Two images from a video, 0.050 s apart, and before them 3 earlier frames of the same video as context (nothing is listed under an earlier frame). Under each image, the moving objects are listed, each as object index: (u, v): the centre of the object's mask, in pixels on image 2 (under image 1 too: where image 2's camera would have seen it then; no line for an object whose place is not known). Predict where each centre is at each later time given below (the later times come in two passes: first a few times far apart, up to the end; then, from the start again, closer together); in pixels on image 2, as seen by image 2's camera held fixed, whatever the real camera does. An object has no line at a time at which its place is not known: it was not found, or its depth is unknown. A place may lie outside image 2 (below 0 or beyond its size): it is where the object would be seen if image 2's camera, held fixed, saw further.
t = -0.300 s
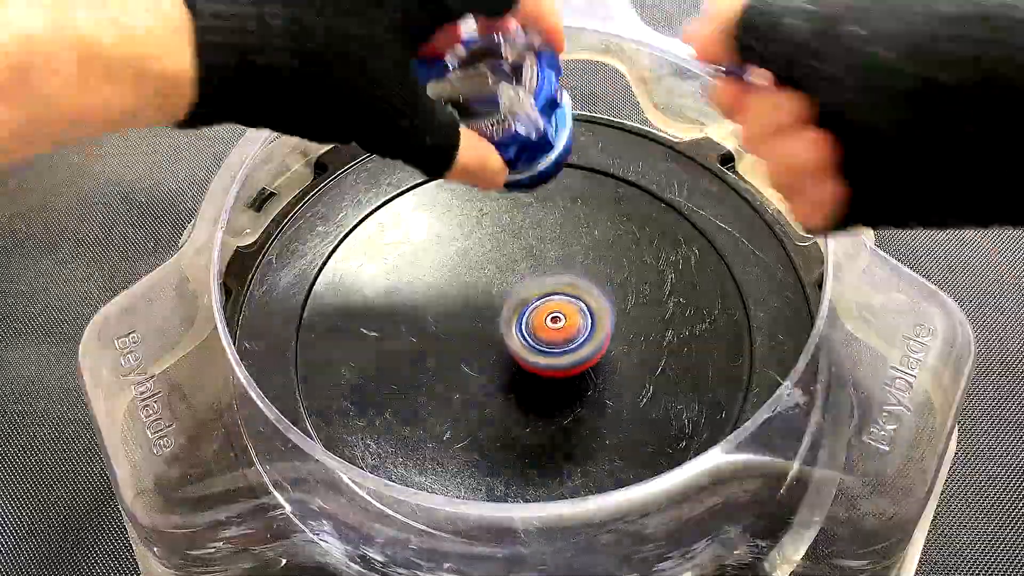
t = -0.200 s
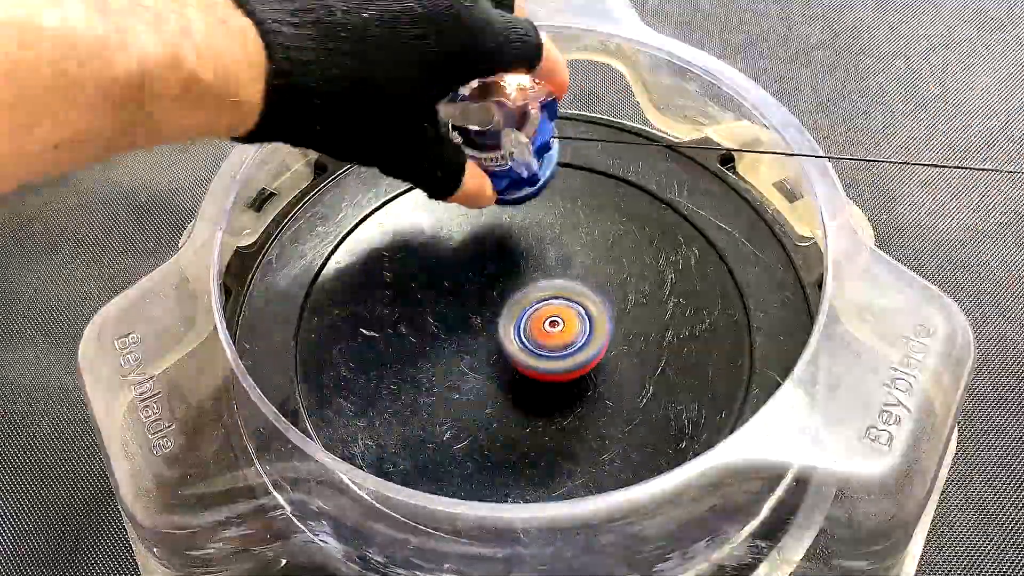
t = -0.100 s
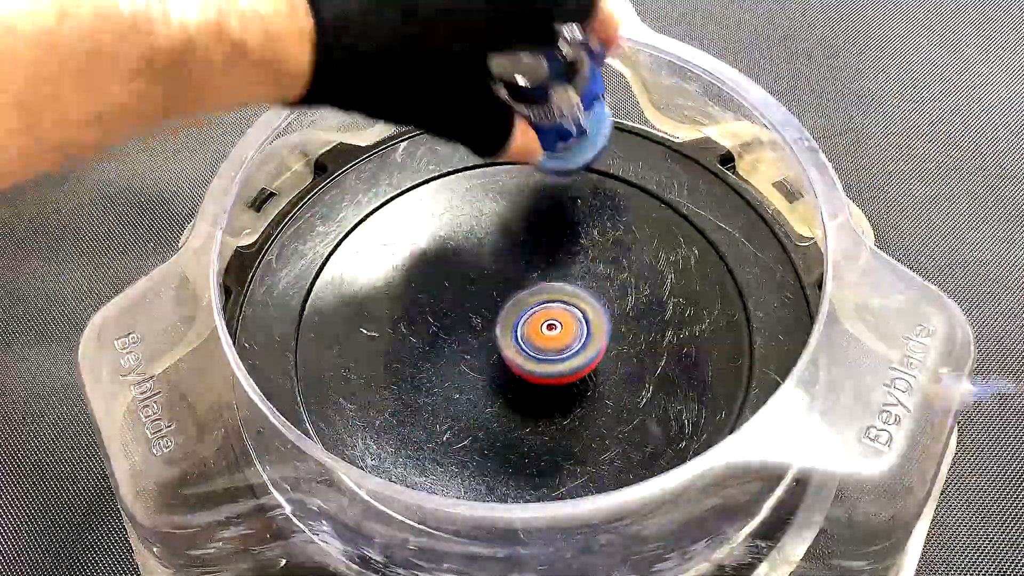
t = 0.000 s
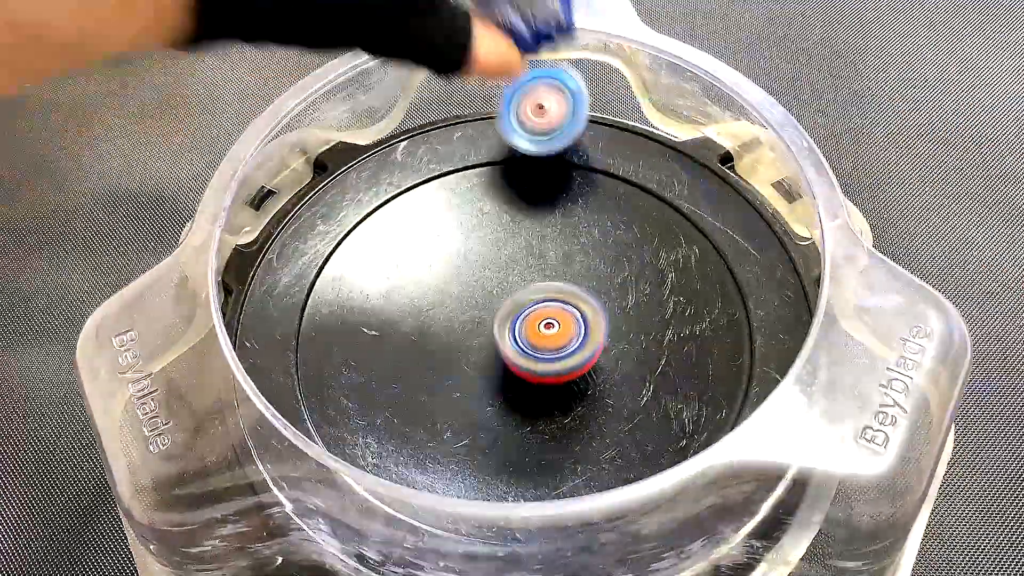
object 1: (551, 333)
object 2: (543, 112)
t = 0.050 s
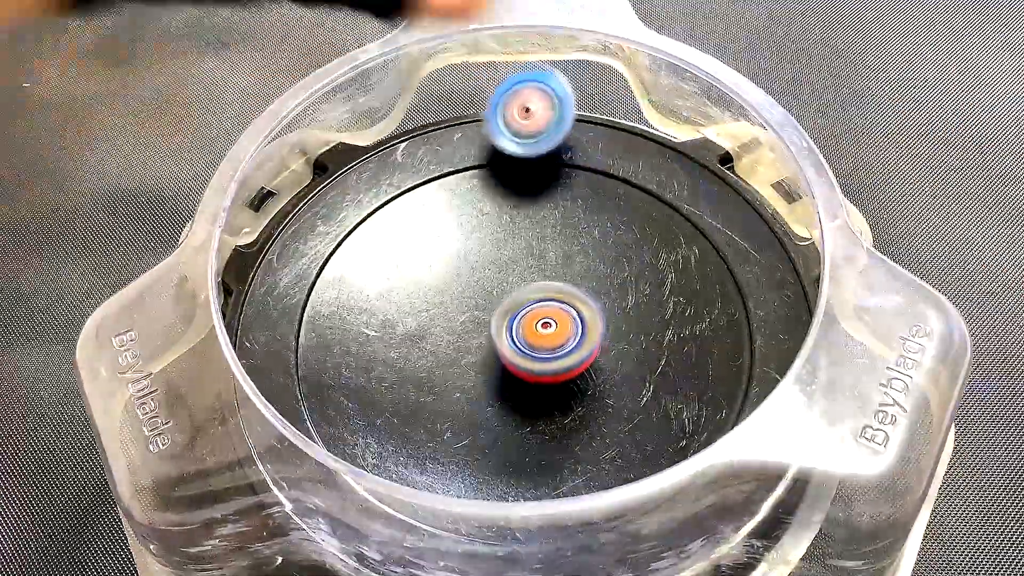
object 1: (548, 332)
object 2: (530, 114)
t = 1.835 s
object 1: (495, 251)
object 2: (625, 435)
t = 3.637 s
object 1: (582, 242)
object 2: (451, 281)
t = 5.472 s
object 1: (565, 363)
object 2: (494, 274)
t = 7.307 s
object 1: (478, 249)
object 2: (532, 368)
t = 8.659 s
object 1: (565, 305)
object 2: (465, 305)
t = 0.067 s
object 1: (546, 332)
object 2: (525, 111)
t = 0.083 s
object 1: (546, 331)
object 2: (520, 111)
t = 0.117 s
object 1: (544, 332)
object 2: (509, 118)
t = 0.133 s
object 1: (542, 332)
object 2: (505, 120)
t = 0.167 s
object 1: (541, 332)
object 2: (495, 126)
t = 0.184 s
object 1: (540, 332)
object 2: (490, 131)
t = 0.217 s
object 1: (538, 333)
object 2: (481, 141)
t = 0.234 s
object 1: (537, 333)
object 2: (476, 147)
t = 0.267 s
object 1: (535, 334)
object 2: (469, 164)
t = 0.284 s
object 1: (534, 335)
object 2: (466, 172)
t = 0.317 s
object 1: (533, 336)
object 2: (462, 193)
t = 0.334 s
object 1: (532, 337)
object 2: (460, 206)
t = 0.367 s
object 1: (530, 338)
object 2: (458, 228)
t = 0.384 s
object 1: (530, 338)
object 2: (458, 242)
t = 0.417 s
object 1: (529, 339)
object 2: (456, 268)
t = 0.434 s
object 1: (539, 345)
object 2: (450, 272)
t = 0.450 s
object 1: (551, 354)
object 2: (438, 275)
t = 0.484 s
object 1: (574, 370)
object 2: (418, 285)
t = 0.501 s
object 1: (585, 378)
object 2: (409, 290)
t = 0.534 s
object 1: (604, 386)
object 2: (393, 296)
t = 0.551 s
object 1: (613, 388)
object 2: (385, 302)
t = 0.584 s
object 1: (629, 391)
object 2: (374, 310)
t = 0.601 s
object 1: (636, 391)
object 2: (371, 312)
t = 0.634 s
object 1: (647, 387)
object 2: (364, 320)
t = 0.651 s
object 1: (652, 383)
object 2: (362, 324)
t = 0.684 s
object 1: (657, 374)
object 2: (362, 327)
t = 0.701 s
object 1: (658, 369)
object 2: (364, 330)
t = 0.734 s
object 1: (657, 356)
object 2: (369, 335)
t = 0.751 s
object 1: (655, 348)
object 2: (373, 335)
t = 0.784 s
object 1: (648, 333)
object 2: (384, 335)
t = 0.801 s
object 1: (642, 324)
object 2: (390, 336)
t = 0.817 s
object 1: (636, 316)
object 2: (398, 339)
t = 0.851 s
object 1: (620, 301)
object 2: (412, 336)
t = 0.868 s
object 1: (612, 295)
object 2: (421, 334)
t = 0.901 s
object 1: (594, 285)
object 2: (439, 335)
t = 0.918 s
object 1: (584, 281)
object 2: (446, 332)
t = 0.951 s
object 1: (564, 275)
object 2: (464, 329)
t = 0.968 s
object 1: (554, 273)
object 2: (471, 329)
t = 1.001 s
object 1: (545, 247)
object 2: (476, 345)
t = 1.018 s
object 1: (542, 234)
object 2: (476, 358)
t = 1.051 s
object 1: (537, 212)
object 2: (478, 381)
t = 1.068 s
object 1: (533, 202)
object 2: (478, 391)
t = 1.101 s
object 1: (526, 187)
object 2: (480, 415)
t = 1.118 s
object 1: (522, 182)
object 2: (480, 424)
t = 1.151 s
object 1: (514, 176)
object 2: (481, 443)
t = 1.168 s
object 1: (510, 176)
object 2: (483, 448)
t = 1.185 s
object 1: (505, 177)
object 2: (483, 451)
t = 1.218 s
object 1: (494, 182)
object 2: (484, 465)
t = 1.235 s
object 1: (489, 187)
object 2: (485, 460)
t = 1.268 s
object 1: (478, 201)
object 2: (486, 462)
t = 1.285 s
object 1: (474, 209)
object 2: (487, 463)
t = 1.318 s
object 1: (464, 227)
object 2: (488, 462)
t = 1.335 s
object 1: (461, 238)
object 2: (489, 461)
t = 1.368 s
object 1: (456, 260)
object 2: (491, 459)
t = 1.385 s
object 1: (455, 270)
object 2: (492, 457)
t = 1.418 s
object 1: (455, 289)
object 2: (495, 451)
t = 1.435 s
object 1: (458, 298)
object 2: (497, 447)
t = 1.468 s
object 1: (465, 316)
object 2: (497, 431)
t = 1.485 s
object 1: (469, 322)
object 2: (499, 424)
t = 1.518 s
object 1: (476, 323)
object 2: (511, 423)
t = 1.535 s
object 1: (476, 312)
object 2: (518, 432)
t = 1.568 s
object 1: (477, 292)
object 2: (537, 450)
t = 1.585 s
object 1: (478, 283)
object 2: (546, 456)
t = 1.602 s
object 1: (480, 275)
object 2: (555, 459)
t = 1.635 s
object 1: (483, 263)
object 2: (576, 472)
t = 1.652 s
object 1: (486, 259)
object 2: (584, 476)
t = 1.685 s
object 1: (487, 252)
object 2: (601, 482)
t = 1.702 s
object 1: (489, 250)
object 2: (609, 484)
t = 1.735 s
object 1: (491, 248)
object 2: (618, 476)
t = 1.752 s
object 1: (492, 247)
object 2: (611, 458)
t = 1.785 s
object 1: (493, 248)
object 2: (617, 451)
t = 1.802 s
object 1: (493, 249)
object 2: (621, 446)
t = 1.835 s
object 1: (495, 251)
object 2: (625, 435)
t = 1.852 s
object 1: (496, 253)
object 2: (626, 426)
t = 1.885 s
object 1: (497, 256)
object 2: (623, 405)
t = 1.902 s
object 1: (497, 259)
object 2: (619, 394)
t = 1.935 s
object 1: (498, 263)
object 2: (612, 375)
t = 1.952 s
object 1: (499, 264)
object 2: (609, 364)
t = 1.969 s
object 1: (499, 266)
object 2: (606, 354)
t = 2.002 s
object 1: (501, 269)
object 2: (597, 331)
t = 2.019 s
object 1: (501, 270)
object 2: (594, 320)
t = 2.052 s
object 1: (494, 270)
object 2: (600, 305)
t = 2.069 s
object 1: (489, 270)
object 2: (603, 298)
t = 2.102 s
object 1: (482, 269)
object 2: (610, 287)
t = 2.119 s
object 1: (480, 270)
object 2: (613, 281)
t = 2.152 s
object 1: (478, 271)
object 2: (618, 271)
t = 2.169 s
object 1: (478, 271)
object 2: (620, 267)
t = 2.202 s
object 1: (481, 273)
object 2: (623, 262)
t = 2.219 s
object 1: (483, 274)
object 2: (624, 260)
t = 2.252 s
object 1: (488, 276)
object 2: (624, 258)
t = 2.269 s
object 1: (491, 276)
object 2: (623, 257)
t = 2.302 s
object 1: (499, 276)
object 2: (621, 259)
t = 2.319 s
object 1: (504, 276)
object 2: (619, 262)
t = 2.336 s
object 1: (508, 277)
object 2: (617, 263)
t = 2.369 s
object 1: (506, 278)
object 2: (625, 270)
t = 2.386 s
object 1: (502, 280)
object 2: (634, 273)
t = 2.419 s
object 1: (494, 283)
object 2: (650, 282)
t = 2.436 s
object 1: (491, 284)
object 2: (658, 287)
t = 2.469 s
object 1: (486, 286)
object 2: (670, 297)
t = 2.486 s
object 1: (484, 287)
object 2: (676, 303)
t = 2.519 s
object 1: (482, 292)
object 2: (684, 317)
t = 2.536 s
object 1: (481, 294)
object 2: (686, 324)
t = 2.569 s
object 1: (484, 300)
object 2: (689, 339)
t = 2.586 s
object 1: (486, 302)
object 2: (688, 347)
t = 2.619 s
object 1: (492, 307)
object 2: (686, 362)
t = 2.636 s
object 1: (495, 309)
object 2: (684, 370)
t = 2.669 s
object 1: (501, 312)
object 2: (675, 382)
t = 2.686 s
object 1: (506, 314)
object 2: (669, 388)
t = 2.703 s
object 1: (511, 315)
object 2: (663, 393)
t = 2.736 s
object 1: (520, 316)
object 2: (646, 401)
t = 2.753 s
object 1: (525, 317)
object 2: (637, 405)
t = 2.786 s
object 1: (535, 316)
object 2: (616, 407)
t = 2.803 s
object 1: (540, 315)
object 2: (606, 408)
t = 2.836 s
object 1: (549, 313)
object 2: (587, 408)
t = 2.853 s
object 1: (552, 311)
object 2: (577, 405)
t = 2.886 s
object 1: (559, 304)
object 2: (558, 403)
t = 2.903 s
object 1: (563, 299)
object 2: (549, 401)
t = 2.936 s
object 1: (566, 289)
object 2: (534, 397)
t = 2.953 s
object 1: (567, 284)
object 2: (527, 393)
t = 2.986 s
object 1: (568, 275)
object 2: (518, 383)
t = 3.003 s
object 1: (567, 272)
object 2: (512, 377)
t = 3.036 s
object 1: (566, 265)
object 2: (504, 363)
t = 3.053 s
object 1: (564, 263)
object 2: (499, 356)
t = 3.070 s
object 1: (562, 260)
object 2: (496, 349)
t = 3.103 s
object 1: (557, 256)
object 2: (494, 331)
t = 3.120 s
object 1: (562, 246)
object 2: (482, 330)
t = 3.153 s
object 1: (575, 227)
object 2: (455, 338)
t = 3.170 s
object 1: (581, 219)
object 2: (442, 340)
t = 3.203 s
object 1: (589, 206)
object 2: (423, 342)
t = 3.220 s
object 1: (591, 201)
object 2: (413, 343)
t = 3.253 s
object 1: (594, 196)
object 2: (402, 340)
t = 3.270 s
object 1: (594, 194)
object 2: (398, 337)
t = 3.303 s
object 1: (592, 194)
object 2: (393, 335)
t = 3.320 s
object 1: (590, 195)
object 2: (391, 332)
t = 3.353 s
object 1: (585, 200)
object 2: (396, 323)
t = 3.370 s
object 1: (583, 202)
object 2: (398, 320)
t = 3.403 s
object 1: (575, 210)
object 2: (406, 310)
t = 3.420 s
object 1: (570, 215)
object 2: (412, 303)
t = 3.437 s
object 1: (566, 220)
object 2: (419, 297)
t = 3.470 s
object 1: (556, 232)
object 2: (435, 287)
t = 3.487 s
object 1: (552, 238)
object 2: (442, 280)
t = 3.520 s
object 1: (553, 243)
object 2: (448, 276)
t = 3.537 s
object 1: (558, 241)
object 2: (448, 277)
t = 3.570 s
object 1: (568, 241)
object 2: (445, 279)
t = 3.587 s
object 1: (572, 241)
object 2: (447, 279)
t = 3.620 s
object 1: (579, 241)
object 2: (449, 281)
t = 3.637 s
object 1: (582, 242)
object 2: (451, 281)
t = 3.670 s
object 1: (587, 246)
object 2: (459, 282)
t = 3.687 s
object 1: (589, 249)
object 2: (461, 283)
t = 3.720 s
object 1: (592, 253)
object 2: (471, 281)
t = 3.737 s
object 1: (593, 255)
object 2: (475, 283)
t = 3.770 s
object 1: (593, 261)
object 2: (483, 281)
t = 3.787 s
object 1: (594, 264)
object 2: (488, 283)
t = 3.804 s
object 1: (595, 267)
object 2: (491, 282)
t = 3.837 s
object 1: (605, 271)
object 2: (489, 283)
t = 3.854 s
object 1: (609, 273)
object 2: (486, 285)
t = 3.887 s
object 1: (616, 277)
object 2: (483, 286)
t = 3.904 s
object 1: (619, 278)
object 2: (482, 289)
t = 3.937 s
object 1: (622, 280)
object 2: (478, 291)
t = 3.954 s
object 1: (623, 282)
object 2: (478, 293)
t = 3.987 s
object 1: (625, 284)
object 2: (475, 297)
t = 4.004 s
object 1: (626, 285)
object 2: (476, 298)
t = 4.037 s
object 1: (625, 287)
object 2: (473, 301)
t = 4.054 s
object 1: (624, 290)
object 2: (474, 303)
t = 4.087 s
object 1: (624, 293)
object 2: (473, 306)
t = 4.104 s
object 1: (622, 294)
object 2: (474, 306)
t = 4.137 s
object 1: (618, 298)
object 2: (475, 310)
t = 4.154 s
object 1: (617, 301)
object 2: (475, 312)
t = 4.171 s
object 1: (615, 303)
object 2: (477, 315)
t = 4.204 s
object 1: (611, 307)
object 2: (477, 318)
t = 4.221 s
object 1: (609, 309)
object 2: (481, 319)
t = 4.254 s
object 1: (606, 315)
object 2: (482, 322)
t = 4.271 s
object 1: (605, 318)
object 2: (485, 324)
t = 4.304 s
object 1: (603, 323)
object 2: (487, 328)
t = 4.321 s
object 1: (601, 326)
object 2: (490, 328)
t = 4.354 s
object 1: (602, 331)
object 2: (489, 332)
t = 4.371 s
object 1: (603, 333)
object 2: (489, 332)
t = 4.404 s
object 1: (604, 338)
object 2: (487, 334)
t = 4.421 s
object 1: (604, 340)
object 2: (487, 334)
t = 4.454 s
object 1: (604, 344)
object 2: (486, 337)
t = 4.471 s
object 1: (604, 345)
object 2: (486, 337)
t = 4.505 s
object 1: (602, 348)
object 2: (486, 339)
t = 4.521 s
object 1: (601, 350)
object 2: (487, 338)
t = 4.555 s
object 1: (600, 353)
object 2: (487, 340)
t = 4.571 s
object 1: (610, 353)
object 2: (478, 338)
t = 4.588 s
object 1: (624, 355)
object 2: (469, 339)
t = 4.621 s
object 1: (644, 356)
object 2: (451, 336)
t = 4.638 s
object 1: (653, 357)
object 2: (444, 336)
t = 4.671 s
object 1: (667, 354)
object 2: (435, 330)
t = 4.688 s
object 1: (672, 353)
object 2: (430, 329)
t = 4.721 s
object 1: (679, 349)
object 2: (427, 324)
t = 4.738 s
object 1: (679, 347)
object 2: (426, 322)
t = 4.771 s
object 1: (676, 342)
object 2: (432, 316)
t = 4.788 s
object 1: (673, 339)
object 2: (433, 314)
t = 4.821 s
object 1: (663, 332)
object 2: (444, 310)
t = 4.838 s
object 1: (657, 329)
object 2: (449, 307)
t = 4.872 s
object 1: (644, 324)
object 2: (464, 303)
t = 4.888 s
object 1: (636, 321)
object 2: (471, 301)
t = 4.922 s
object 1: (620, 316)
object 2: (486, 299)
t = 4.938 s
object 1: (613, 315)
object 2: (495, 295)
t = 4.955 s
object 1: (606, 315)
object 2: (501, 295)
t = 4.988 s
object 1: (645, 321)
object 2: (457, 275)
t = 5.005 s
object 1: (665, 326)
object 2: (436, 267)
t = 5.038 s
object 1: (701, 335)
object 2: (396, 254)
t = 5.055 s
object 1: (715, 337)
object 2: (380, 244)
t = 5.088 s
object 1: (734, 344)
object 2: (354, 229)
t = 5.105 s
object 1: (739, 344)
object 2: (344, 220)
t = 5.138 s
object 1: (738, 348)
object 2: (333, 216)
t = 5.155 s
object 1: (735, 350)
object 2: (337, 212)
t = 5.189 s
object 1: (722, 353)
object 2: (346, 219)
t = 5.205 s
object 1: (714, 353)
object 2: (354, 222)
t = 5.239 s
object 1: (695, 353)
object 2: (369, 227)
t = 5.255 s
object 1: (684, 354)
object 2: (380, 234)
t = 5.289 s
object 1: (663, 353)
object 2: (402, 244)
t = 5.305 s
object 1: (652, 352)
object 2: (414, 250)
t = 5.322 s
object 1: (641, 352)
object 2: (424, 252)
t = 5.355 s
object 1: (615, 349)
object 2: (448, 262)
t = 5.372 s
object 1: (605, 348)
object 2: (461, 268)
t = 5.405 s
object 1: (580, 344)
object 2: (484, 278)
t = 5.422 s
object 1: (573, 346)
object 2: (489, 281)
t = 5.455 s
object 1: (568, 357)
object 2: (492, 276)
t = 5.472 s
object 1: (565, 363)
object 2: (494, 274)
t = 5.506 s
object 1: (557, 371)
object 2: (498, 274)
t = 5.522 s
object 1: (554, 373)
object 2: (499, 273)
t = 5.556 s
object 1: (545, 376)
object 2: (502, 275)
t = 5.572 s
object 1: (542, 376)
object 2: (502, 278)
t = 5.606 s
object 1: (532, 376)
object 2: (502, 282)
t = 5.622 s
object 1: (529, 378)
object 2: (501, 283)
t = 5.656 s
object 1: (523, 385)
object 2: (497, 284)
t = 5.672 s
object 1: (521, 387)
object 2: (497, 285)
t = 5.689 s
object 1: (517, 389)
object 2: (495, 289)
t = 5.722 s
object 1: (512, 395)
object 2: (494, 291)
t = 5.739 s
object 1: (511, 406)
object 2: (489, 287)
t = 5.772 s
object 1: (508, 419)
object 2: (484, 281)
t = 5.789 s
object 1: (508, 425)
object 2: (483, 280)
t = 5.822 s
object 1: (507, 431)
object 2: (480, 281)
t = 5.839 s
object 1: (508, 433)
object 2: (481, 282)
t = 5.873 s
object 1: (509, 434)
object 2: (482, 286)
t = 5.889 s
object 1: (510, 434)
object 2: (483, 288)
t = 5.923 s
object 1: (512, 431)
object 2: (488, 295)
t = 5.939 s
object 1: (514, 429)
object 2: (491, 298)
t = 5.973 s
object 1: (515, 424)
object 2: (497, 304)
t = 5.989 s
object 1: (516, 420)
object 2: (500, 309)
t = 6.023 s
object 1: (517, 422)
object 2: (505, 307)
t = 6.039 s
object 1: (517, 430)
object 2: (509, 299)
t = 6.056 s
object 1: (518, 439)
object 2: (511, 288)
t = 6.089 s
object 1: (517, 449)
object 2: (518, 272)
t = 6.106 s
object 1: (517, 450)
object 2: (523, 263)
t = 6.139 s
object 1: (518, 451)
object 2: (531, 247)
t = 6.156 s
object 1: (518, 451)
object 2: (535, 243)
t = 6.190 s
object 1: (519, 447)
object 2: (545, 233)
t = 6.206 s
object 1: (520, 444)
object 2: (549, 231)
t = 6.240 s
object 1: (521, 434)
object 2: (560, 228)
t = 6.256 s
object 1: (522, 429)
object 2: (567, 225)
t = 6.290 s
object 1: (522, 417)
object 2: (577, 226)
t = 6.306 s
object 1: (523, 410)
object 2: (583, 229)
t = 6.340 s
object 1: (522, 398)
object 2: (594, 232)
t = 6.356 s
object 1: (522, 391)
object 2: (596, 236)
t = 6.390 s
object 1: (521, 378)
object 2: (605, 243)
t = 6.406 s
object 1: (519, 372)
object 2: (611, 247)
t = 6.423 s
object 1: (519, 367)
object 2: (612, 254)
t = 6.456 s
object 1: (516, 356)
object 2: (617, 265)
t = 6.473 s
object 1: (514, 350)
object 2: (620, 270)
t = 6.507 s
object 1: (512, 341)
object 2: (620, 281)
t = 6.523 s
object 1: (510, 337)
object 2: (620, 290)
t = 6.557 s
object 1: (507, 329)
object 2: (618, 302)
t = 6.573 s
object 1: (506, 326)
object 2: (614, 306)
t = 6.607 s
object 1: (495, 317)
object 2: (618, 320)
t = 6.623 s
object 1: (486, 312)
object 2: (627, 325)
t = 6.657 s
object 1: (473, 303)
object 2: (635, 337)
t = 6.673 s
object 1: (466, 298)
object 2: (636, 343)
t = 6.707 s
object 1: (460, 291)
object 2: (637, 352)
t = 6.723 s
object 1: (457, 288)
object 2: (636, 354)
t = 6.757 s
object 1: (454, 284)
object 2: (629, 360)
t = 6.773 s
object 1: (453, 282)
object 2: (625, 365)
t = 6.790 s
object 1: (453, 281)
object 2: (618, 366)
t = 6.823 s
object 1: (454, 278)
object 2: (605, 369)
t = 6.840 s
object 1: (455, 279)
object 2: (599, 370)
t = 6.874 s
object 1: (456, 279)
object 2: (582, 370)
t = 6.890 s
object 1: (458, 279)
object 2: (572, 368)
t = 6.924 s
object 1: (460, 281)
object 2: (554, 364)
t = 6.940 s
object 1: (461, 281)
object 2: (548, 362)
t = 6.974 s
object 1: (464, 282)
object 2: (532, 355)
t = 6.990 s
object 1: (466, 283)
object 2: (523, 352)
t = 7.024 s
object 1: (458, 270)
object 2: (523, 359)
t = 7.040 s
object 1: (454, 262)
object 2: (528, 364)
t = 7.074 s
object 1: (447, 250)
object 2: (531, 371)
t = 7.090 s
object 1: (446, 245)
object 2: (531, 374)
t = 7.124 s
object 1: (446, 238)
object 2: (532, 377)
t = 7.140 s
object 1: (448, 237)
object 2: (532, 379)
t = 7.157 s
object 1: (450, 236)
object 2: (533, 379)
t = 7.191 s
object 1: (454, 237)
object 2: (533, 379)
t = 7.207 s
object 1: (457, 238)
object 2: (533, 379)
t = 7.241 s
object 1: (463, 241)
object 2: (532, 377)
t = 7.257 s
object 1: (466, 243)
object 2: (533, 374)
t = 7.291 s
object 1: (474, 246)
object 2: (532, 369)
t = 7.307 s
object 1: (478, 249)
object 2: (532, 368)
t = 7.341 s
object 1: (488, 254)
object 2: (531, 362)
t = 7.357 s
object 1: (494, 257)
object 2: (532, 359)
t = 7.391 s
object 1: (503, 262)
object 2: (532, 352)
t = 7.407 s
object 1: (508, 263)
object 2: (531, 350)
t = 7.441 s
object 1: (519, 262)
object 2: (531, 348)
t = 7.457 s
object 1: (521, 245)
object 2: (532, 368)
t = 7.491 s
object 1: (527, 210)
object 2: (540, 393)
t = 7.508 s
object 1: (529, 194)
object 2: (543, 407)
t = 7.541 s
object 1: (535, 168)
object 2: (549, 429)
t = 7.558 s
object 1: (537, 159)
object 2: (551, 436)
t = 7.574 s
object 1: (538, 152)
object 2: (551, 442)
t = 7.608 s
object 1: (541, 143)
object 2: (552, 448)
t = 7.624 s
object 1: (542, 143)
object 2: (551, 449)
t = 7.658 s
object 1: (543, 144)
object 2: (545, 449)
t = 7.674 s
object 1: (543, 146)
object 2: (543, 448)
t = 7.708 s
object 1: (543, 153)
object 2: (536, 446)
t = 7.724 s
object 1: (543, 158)
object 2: (532, 443)
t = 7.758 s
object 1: (541, 171)
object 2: (526, 436)
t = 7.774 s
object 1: (541, 180)
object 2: (522, 434)
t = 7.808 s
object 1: (538, 199)
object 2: (517, 423)
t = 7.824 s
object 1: (538, 208)
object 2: (515, 419)
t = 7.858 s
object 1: (535, 228)
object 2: (510, 408)
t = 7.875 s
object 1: (535, 238)
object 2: (509, 402)
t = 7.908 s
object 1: (534, 258)
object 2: (505, 391)
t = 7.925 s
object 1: (534, 267)
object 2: (503, 385)
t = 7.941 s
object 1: (534, 277)
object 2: (502, 380)
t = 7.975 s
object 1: (538, 289)
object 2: (499, 369)
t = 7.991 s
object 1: (541, 294)
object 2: (499, 365)
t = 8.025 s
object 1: (554, 305)
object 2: (493, 360)
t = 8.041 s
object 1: (561, 310)
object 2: (485, 360)
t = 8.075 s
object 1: (571, 319)
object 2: (470, 363)
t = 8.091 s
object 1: (577, 322)
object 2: (464, 363)
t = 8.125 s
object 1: (589, 330)
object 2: (457, 360)
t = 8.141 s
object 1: (594, 333)
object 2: (455, 359)
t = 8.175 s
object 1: (604, 340)
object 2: (451, 354)
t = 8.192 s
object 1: (608, 344)
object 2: (448, 352)
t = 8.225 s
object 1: (615, 348)
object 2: (444, 348)
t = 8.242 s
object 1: (617, 350)
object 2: (442, 345)
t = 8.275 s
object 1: (621, 354)
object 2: (439, 342)
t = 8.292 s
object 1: (623, 354)
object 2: (438, 341)
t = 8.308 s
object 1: (623, 357)
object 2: (437, 338)
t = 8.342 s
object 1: (623, 358)
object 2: (437, 335)
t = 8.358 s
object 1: (622, 358)
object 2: (436, 333)
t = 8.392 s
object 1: (618, 356)
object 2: (437, 329)
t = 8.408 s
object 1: (616, 356)
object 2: (438, 329)
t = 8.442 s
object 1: (611, 352)
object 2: (440, 324)
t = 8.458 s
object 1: (606, 352)
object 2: (441, 324)
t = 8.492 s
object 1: (599, 347)
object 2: (444, 321)
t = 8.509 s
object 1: (595, 343)
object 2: (446, 319)
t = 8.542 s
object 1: (587, 335)
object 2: (450, 318)
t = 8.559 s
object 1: (583, 332)
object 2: (451, 316)
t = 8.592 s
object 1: (577, 322)
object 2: (456, 314)
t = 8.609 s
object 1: (572, 319)
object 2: (458, 311)
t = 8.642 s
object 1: (567, 309)
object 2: (462, 309)
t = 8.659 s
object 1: (565, 305)
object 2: (465, 305)
